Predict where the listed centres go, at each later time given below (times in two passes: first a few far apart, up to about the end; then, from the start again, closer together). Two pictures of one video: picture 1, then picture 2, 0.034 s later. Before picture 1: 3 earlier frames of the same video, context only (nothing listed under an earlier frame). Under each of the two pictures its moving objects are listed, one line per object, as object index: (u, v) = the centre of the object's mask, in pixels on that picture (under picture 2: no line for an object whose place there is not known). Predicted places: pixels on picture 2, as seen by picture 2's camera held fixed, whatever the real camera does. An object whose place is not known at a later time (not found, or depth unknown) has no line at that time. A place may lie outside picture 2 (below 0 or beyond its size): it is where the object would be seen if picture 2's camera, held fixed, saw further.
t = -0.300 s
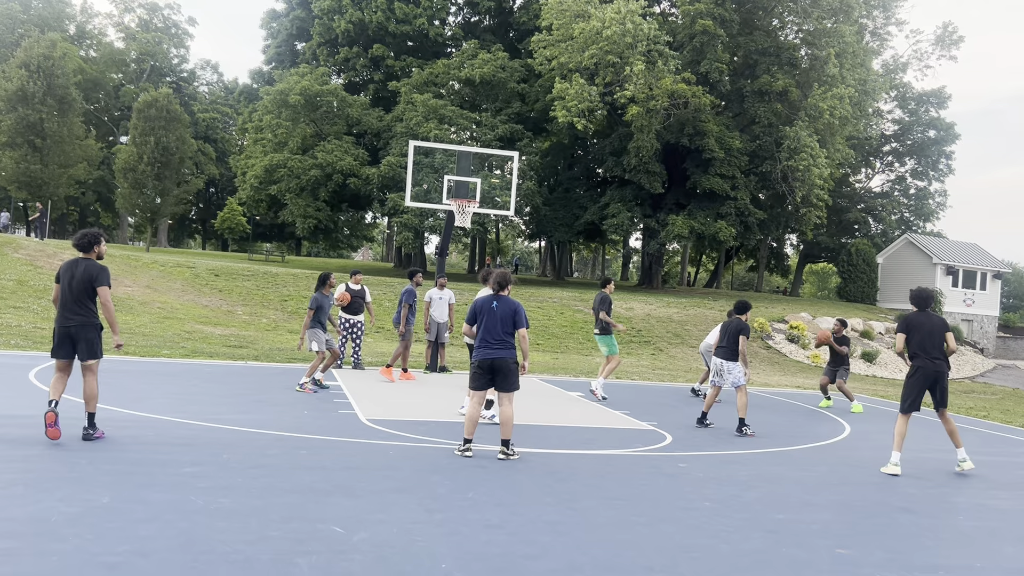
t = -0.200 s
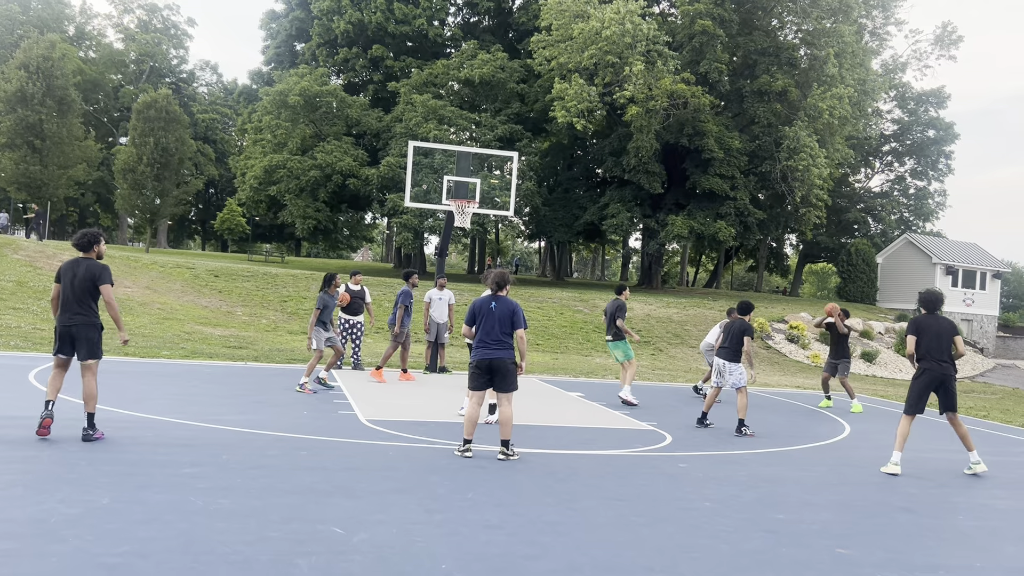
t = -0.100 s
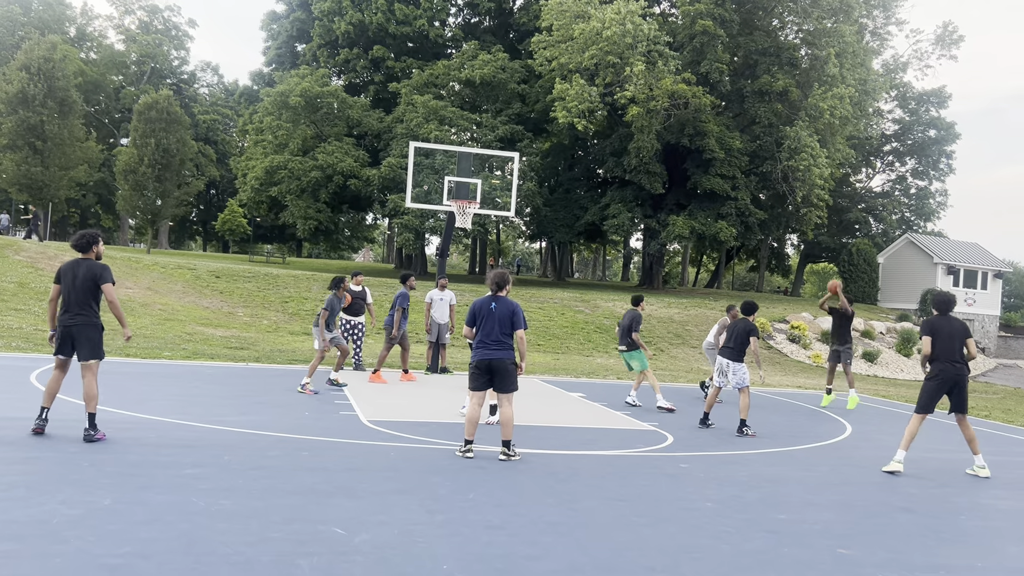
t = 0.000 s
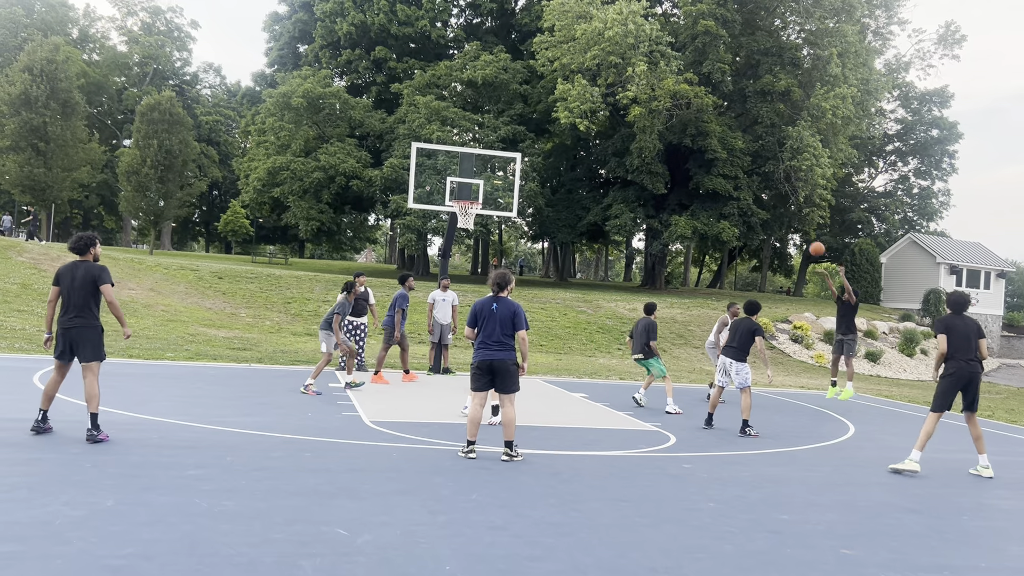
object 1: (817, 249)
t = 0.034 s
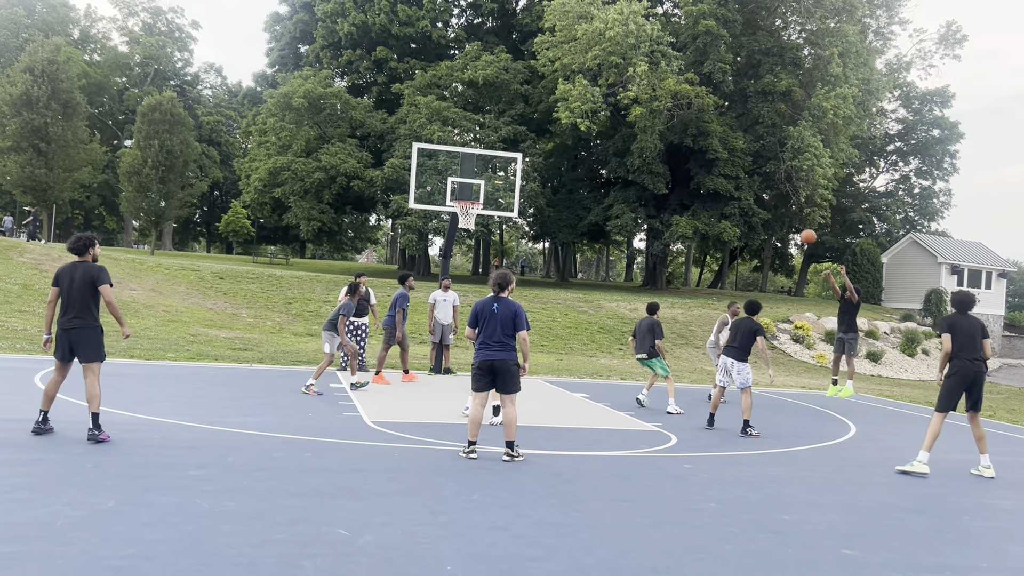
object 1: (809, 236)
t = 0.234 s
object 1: (749, 176)
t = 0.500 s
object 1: (670, 131)
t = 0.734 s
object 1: (599, 127)
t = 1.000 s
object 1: (516, 161)
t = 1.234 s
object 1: (465, 225)
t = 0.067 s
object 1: (799, 225)
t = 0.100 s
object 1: (789, 213)
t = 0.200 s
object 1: (759, 184)
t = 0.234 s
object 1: (749, 176)
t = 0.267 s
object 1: (739, 168)
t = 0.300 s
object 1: (730, 161)
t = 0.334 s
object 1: (719, 154)
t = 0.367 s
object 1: (710, 148)
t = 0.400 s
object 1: (700, 143)
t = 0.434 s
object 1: (690, 138)
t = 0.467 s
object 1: (680, 135)
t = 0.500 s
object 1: (670, 131)
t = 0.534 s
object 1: (660, 129)
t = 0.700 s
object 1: (609, 126)
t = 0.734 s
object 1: (599, 127)
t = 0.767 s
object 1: (589, 129)
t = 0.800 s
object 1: (579, 132)
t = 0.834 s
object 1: (568, 135)
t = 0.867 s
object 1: (558, 139)
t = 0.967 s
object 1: (527, 154)
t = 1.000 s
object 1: (516, 161)
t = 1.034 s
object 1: (506, 168)
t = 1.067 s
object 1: (495, 175)
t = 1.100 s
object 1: (485, 184)
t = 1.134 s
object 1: (474, 193)
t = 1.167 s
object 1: (463, 201)
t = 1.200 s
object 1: (463, 208)
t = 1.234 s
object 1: (465, 225)
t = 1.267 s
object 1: (465, 224)
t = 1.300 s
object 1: (468, 226)
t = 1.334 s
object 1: (470, 230)
